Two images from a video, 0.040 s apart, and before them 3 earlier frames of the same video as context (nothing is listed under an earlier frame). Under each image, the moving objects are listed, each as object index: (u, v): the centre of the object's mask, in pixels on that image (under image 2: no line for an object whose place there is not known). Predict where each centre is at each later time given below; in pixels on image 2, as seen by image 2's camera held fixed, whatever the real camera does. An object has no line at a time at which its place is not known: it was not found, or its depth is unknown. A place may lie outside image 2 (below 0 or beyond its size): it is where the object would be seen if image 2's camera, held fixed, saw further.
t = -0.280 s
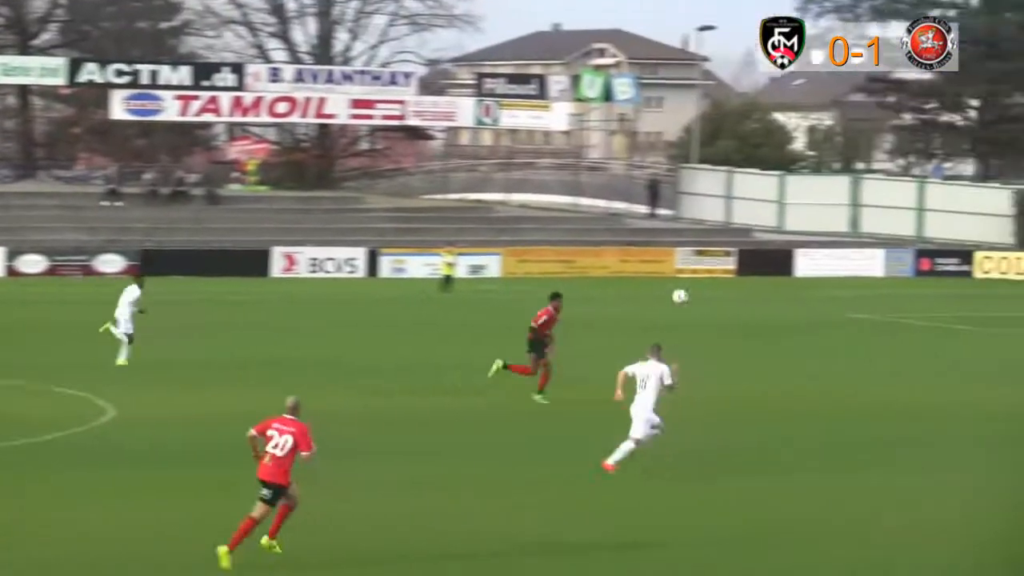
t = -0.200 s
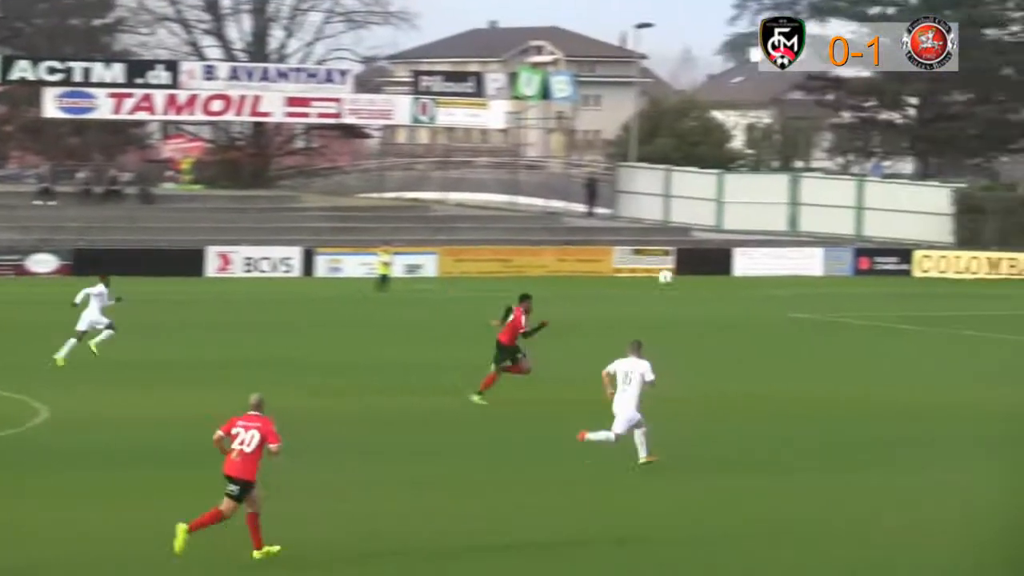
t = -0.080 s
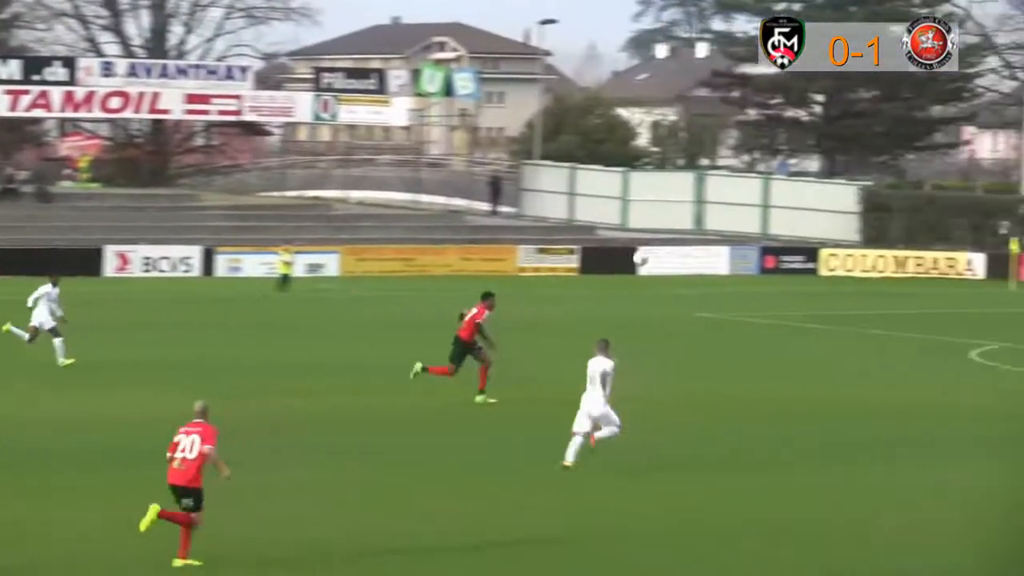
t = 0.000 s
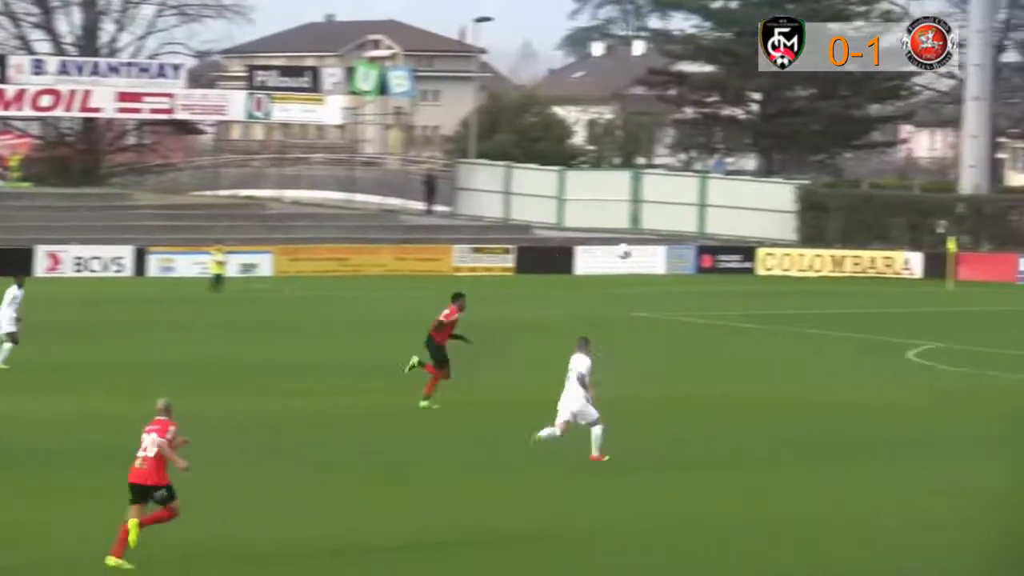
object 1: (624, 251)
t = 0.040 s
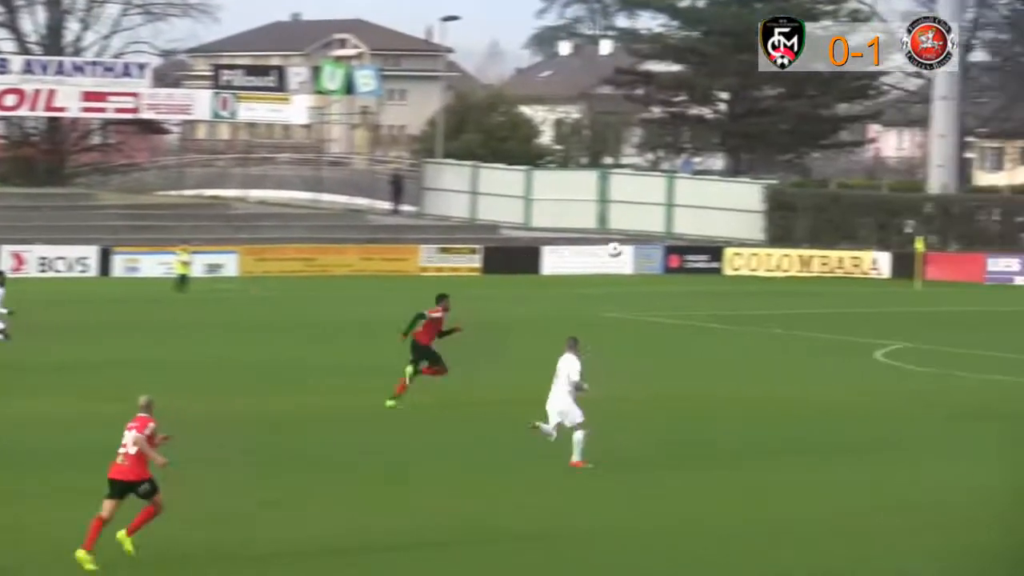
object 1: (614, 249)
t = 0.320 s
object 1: (773, 272)
